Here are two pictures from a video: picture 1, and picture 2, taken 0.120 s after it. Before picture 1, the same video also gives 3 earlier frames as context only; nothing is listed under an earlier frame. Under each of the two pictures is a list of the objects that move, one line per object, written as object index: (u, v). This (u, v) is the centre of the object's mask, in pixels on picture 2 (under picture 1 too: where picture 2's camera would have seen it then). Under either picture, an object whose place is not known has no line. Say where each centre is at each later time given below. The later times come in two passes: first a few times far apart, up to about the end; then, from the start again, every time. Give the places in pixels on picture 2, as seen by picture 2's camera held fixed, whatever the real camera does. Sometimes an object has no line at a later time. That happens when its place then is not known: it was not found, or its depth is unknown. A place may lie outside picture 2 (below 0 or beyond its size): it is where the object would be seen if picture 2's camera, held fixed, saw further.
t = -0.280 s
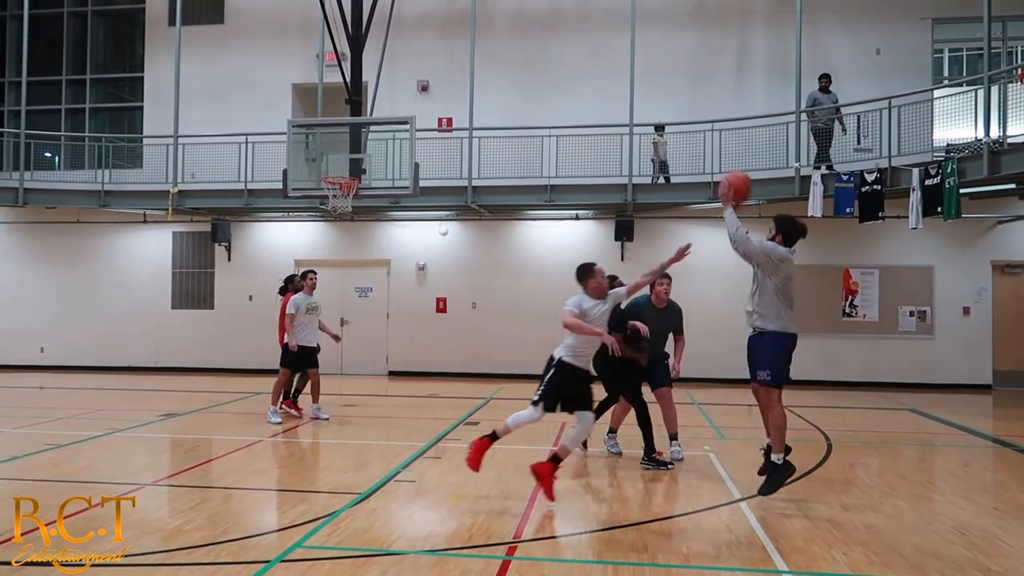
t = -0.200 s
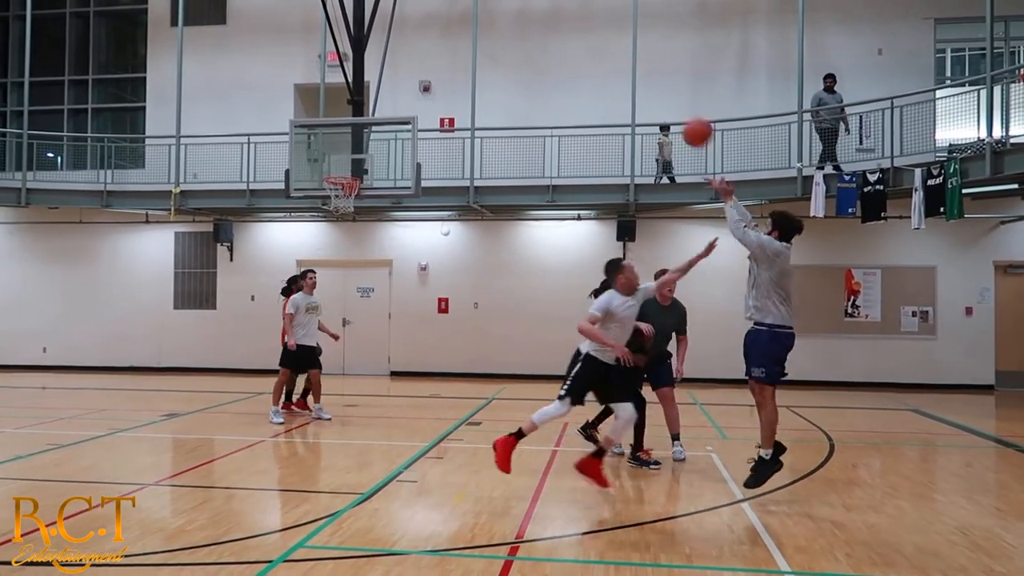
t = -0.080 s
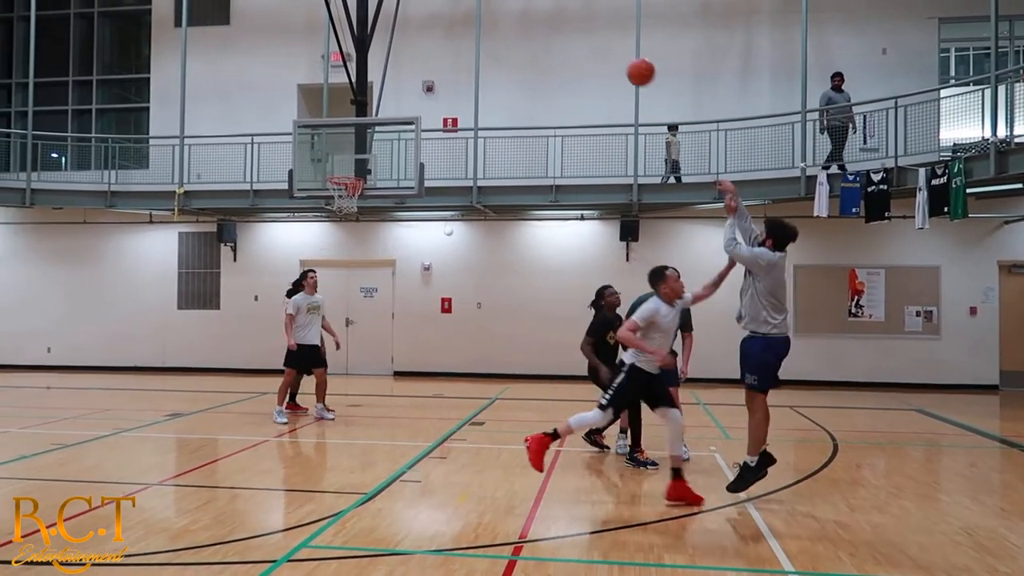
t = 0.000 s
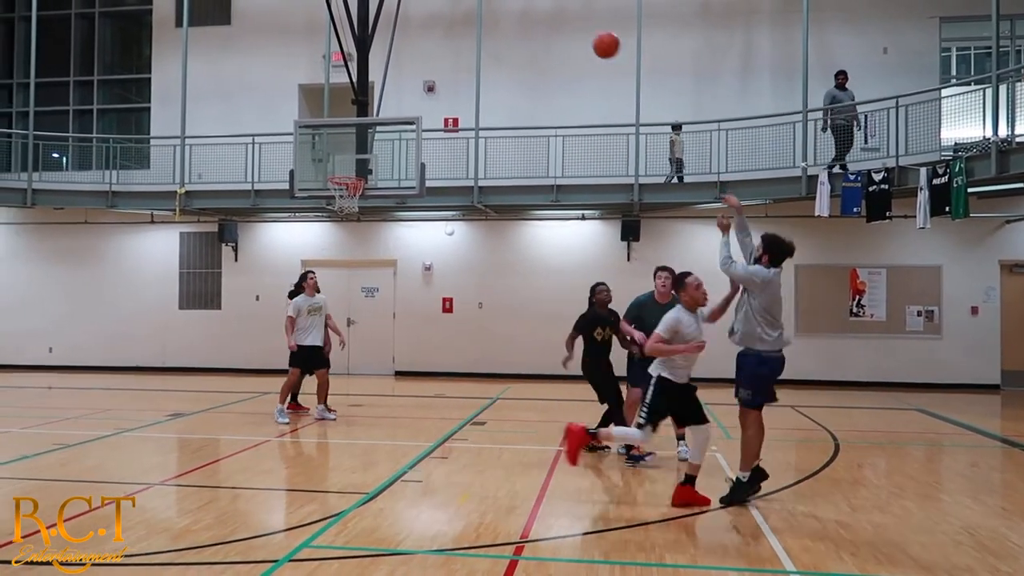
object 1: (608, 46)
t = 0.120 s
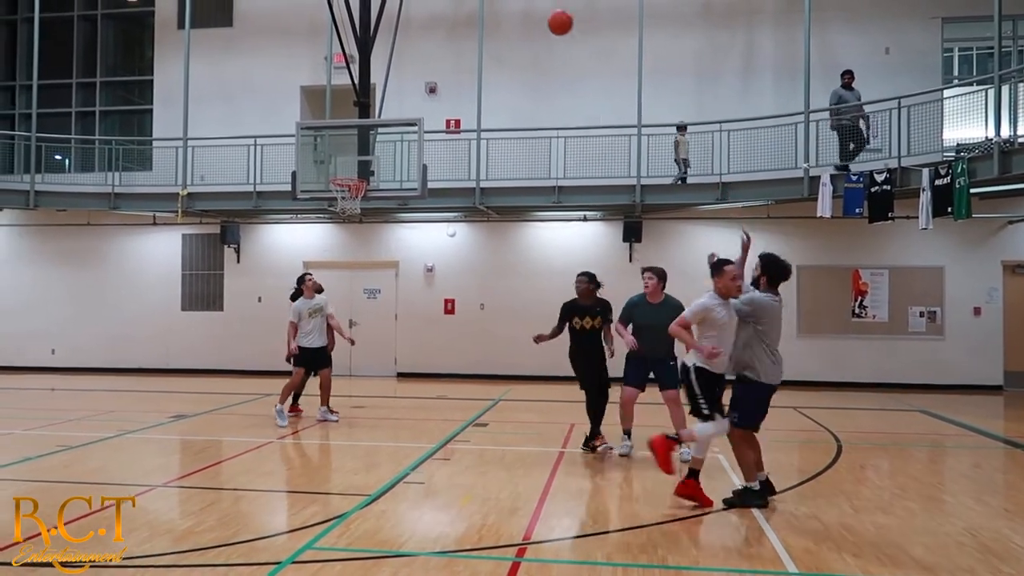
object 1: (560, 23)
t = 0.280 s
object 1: (505, 17)
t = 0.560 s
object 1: (428, 57)
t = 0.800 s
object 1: (373, 132)
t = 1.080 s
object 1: (341, 166)
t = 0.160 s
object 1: (546, 19)
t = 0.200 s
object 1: (532, 16)
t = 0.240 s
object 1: (518, 16)
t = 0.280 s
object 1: (505, 17)
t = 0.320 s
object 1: (493, 19)
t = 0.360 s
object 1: (481, 22)
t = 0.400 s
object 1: (470, 27)
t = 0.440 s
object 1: (459, 33)
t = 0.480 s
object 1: (448, 40)
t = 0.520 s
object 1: (438, 49)
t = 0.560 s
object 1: (428, 57)
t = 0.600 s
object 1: (418, 68)
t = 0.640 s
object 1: (409, 79)
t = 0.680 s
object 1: (400, 91)
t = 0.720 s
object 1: (391, 104)
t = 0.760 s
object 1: (382, 117)
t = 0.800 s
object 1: (373, 132)
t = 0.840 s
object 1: (365, 147)
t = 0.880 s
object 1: (357, 163)
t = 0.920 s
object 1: (352, 171)
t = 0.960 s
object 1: (348, 172)
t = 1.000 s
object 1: (344, 174)
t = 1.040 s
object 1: (342, 172)
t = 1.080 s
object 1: (341, 166)
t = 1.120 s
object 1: (341, 162)
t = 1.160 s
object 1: (340, 158)
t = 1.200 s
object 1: (339, 155)
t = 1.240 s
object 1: (338, 152)
